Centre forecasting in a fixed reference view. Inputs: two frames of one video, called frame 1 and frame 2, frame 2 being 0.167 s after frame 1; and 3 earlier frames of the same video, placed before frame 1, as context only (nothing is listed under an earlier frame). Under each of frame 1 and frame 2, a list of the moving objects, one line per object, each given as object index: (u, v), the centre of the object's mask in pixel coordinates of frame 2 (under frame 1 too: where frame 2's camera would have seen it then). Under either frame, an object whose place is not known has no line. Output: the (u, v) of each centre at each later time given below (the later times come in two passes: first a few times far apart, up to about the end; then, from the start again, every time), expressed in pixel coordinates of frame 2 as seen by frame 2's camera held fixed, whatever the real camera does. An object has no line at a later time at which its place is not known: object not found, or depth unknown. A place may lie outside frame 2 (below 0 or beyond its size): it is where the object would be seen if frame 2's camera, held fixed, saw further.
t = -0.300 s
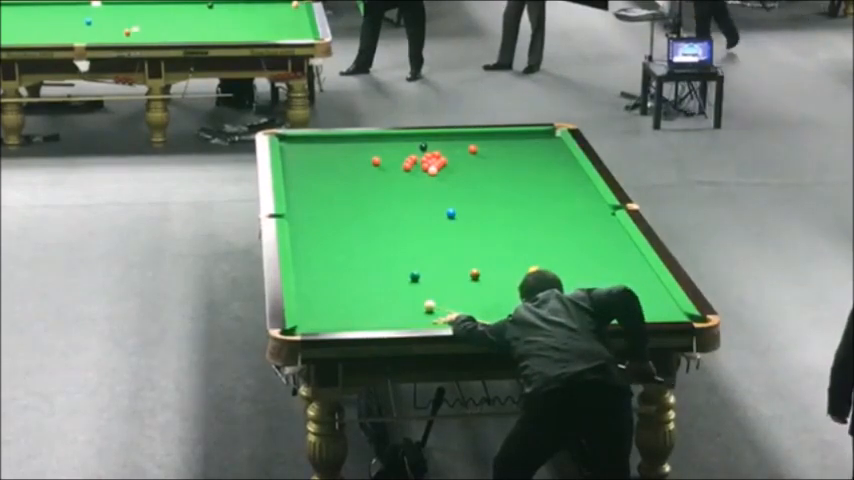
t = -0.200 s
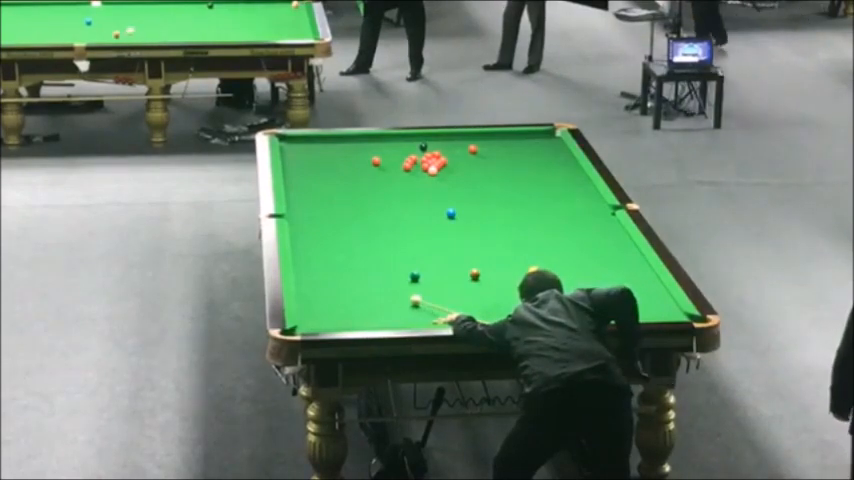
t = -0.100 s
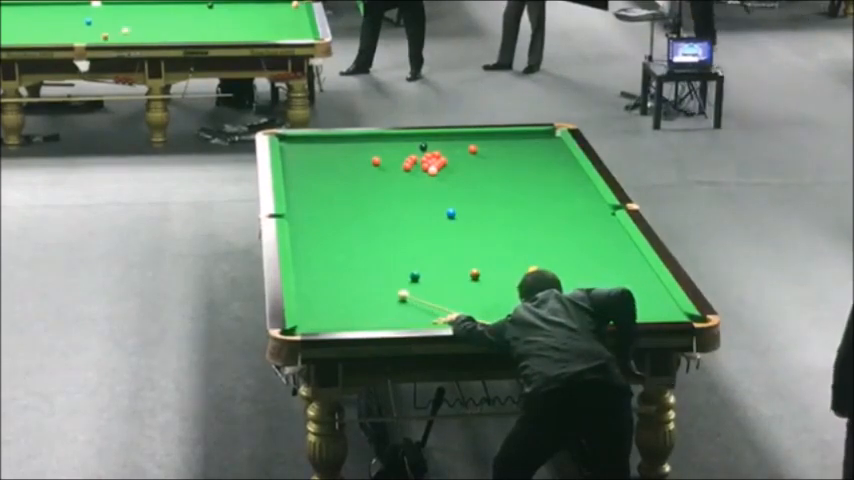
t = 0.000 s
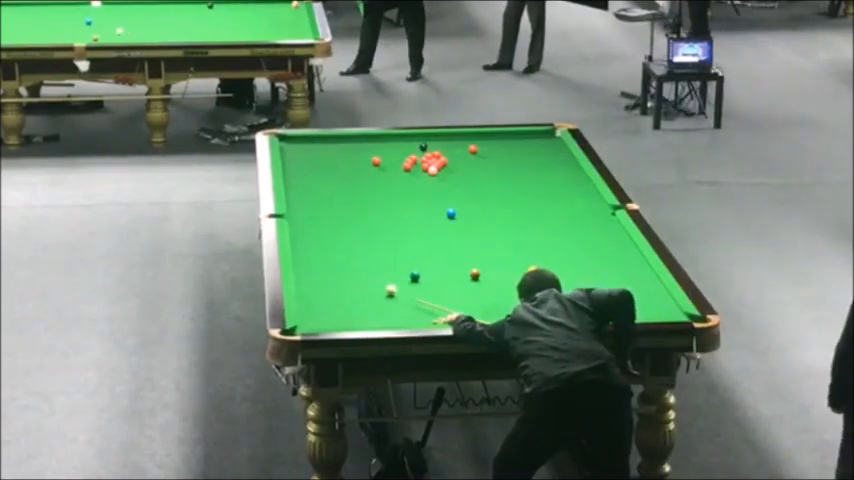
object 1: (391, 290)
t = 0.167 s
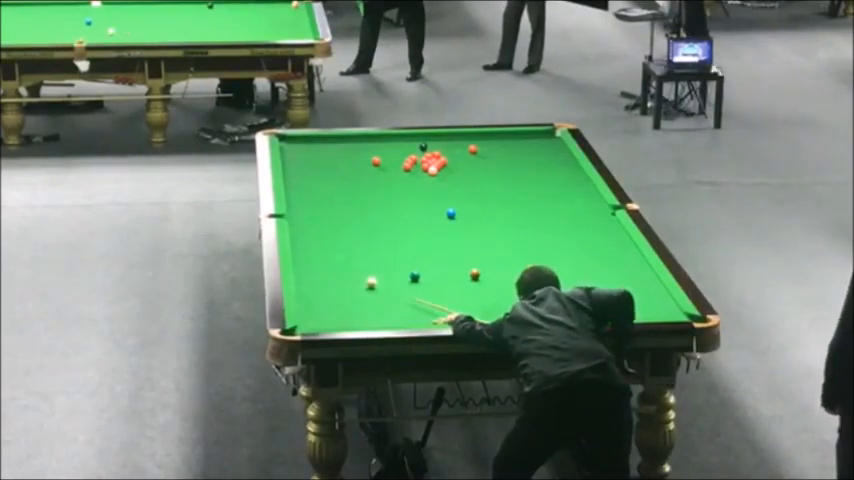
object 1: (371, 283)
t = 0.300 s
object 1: (356, 276)
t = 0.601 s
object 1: (325, 263)
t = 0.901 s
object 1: (296, 251)
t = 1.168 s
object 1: (309, 242)
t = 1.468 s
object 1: (320, 233)
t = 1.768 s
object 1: (331, 224)
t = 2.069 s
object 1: (342, 216)
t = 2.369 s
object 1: (352, 208)
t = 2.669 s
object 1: (360, 201)
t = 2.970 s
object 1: (368, 195)
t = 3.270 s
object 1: (376, 189)
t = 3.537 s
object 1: (382, 185)
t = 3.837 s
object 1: (389, 180)
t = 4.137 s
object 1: (394, 175)
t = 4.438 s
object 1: (399, 171)
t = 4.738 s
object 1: (402, 168)
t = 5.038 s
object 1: (402, 168)
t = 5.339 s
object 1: (402, 167)
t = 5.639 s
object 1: (402, 167)
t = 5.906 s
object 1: (402, 167)
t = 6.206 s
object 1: (402, 167)
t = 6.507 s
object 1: (402, 167)
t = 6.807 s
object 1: (402, 167)
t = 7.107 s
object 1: (402, 167)
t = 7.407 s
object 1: (402, 167)
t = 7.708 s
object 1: (402, 167)
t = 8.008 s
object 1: (402, 167)
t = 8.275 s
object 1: (402, 167)
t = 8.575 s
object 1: (402, 167)
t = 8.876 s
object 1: (402, 167)
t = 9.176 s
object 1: (402, 167)
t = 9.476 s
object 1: (402, 167)
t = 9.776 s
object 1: (402, 167)
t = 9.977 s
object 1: (402, 167)
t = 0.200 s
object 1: (367, 281)
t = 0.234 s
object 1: (363, 280)
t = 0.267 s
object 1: (360, 278)
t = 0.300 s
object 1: (356, 276)
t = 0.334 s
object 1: (352, 275)
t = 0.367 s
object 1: (349, 273)
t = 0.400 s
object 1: (345, 271)
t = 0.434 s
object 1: (342, 270)
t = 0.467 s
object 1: (338, 269)
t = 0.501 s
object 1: (334, 268)
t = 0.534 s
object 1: (331, 266)
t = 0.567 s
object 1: (328, 265)
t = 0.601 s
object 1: (325, 263)
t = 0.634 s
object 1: (321, 262)
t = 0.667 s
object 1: (317, 261)
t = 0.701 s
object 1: (314, 259)
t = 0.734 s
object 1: (311, 258)
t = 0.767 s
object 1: (307, 256)
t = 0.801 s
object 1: (304, 255)
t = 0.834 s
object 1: (301, 254)
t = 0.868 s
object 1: (298, 252)
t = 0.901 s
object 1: (296, 251)
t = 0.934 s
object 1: (298, 250)
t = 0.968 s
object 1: (300, 249)
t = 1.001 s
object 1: (301, 248)
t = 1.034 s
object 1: (303, 246)
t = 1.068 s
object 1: (304, 246)
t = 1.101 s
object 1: (305, 244)
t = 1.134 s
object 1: (307, 243)
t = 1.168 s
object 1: (309, 242)
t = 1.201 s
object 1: (310, 241)
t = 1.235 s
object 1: (311, 240)
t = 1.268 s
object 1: (312, 239)
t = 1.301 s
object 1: (314, 238)
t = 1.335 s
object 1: (315, 237)
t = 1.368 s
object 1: (316, 236)
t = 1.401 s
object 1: (318, 235)
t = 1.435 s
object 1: (319, 234)
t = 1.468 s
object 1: (320, 233)
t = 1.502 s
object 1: (322, 232)
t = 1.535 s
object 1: (323, 231)
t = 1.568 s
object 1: (324, 230)
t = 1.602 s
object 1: (325, 229)
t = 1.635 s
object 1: (326, 228)
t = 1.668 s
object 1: (328, 227)
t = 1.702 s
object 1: (329, 226)
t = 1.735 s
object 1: (330, 225)
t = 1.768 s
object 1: (331, 224)
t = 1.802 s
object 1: (332, 223)
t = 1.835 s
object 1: (334, 222)
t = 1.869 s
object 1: (335, 221)
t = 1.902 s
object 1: (336, 220)
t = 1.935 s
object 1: (337, 219)
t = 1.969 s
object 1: (338, 218)
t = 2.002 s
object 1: (340, 218)
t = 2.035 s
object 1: (341, 217)
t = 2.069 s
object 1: (342, 216)
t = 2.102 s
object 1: (343, 215)
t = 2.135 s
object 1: (344, 214)
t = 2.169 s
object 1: (345, 213)
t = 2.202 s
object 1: (346, 213)
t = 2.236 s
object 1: (347, 212)
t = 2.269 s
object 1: (348, 211)
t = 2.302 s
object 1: (349, 210)
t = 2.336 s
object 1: (350, 209)
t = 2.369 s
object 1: (352, 208)
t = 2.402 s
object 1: (352, 208)
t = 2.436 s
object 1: (353, 207)
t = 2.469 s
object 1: (354, 206)
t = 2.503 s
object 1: (355, 205)
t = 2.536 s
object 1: (356, 204)
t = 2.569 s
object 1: (357, 204)
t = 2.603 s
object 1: (358, 203)
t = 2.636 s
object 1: (359, 202)
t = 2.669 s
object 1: (360, 201)
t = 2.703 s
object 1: (361, 201)
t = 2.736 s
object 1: (362, 200)
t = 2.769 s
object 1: (363, 200)
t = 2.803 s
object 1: (364, 199)
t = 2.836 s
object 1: (365, 198)
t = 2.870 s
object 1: (366, 197)
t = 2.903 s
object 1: (366, 196)
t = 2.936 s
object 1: (367, 196)
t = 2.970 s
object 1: (368, 195)
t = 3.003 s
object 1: (369, 195)
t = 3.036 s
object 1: (370, 194)
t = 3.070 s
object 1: (371, 193)
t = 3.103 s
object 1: (372, 192)
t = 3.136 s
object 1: (372, 192)
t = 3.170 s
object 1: (373, 191)
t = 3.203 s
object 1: (374, 191)
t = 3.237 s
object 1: (375, 190)
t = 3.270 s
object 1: (376, 189)
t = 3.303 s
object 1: (377, 189)
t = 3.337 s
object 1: (377, 188)
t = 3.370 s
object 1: (378, 188)
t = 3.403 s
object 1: (379, 187)
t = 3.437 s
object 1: (380, 186)
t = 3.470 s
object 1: (380, 186)
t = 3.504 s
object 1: (382, 185)
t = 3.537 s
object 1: (382, 185)
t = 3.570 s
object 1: (383, 184)
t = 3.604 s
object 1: (384, 183)
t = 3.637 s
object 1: (384, 183)
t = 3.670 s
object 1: (385, 182)
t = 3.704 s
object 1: (386, 182)
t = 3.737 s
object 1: (387, 181)
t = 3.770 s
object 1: (387, 181)
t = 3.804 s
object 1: (388, 180)
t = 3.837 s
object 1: (389, 180)
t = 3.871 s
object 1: (389, 179)
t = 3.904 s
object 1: (390, 179)
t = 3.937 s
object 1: (391, 178)
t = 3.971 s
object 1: (391, 178)
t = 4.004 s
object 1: (392, 177)
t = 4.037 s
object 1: (392, 177)
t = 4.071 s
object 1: (393, 176)
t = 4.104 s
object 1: (394, 176)
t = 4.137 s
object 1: (394, 175)
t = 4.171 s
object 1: (395, 175)
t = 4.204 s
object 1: (395, 174)
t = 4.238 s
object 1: (396, 174)
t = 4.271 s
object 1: (396, 173)
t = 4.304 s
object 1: (397, 173)
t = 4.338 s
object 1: (398, 172)
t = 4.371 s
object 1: (398, 172)
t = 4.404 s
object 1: (399, 172)
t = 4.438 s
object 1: (399, 171)
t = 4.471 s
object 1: (400, 171)
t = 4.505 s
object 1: (400, 170)
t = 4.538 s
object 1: (401, 170)
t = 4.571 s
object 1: (401, 169)
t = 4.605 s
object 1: (402, 169)
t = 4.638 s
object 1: (402, 168)
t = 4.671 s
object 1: (402, 168)
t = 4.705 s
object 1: (402, 168)
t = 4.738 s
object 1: (402, 168)
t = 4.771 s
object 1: (402, 168)
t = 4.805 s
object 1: (402, 168)
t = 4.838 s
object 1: (402, 168)
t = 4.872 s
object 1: (402, 168)
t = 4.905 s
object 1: (402, 168)
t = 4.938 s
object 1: (402, 168)
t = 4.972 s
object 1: (402, 168)
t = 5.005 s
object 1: (402, 168)
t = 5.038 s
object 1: (402, 168)
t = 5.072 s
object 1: (402, 168)
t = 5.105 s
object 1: (402, 167)
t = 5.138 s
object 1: (402, 167)
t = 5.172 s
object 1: (402, 167)
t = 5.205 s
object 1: (402, 167)
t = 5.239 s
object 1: (402, 167)
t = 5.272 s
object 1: (402, 167)
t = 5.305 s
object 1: (402, 167)
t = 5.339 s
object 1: (402, 167)
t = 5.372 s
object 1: (402, 167)
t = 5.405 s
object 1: (402, 167)
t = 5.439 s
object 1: (402, 167)
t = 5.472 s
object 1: (402, 167)
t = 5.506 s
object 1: (402, 167)
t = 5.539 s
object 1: (402, 167)
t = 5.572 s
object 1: (402, 167)
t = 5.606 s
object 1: (402, 167)
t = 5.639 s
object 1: (402, 167)
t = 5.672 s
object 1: (402, 167)
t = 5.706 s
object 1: (402, 167)
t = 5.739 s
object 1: (402, 167)
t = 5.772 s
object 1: (402, 167)
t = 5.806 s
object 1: (402, 167)
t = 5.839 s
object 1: (402, 167)
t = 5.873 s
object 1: (402, 167)
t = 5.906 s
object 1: (402, 167)
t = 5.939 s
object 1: (402, 167)
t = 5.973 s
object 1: (402, 167)
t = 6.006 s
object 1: (402, 167)
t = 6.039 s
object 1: (402, 167)
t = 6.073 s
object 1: (402, 167)
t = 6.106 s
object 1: (402, 167)
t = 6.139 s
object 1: (402, 167)
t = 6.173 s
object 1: (402, 167)
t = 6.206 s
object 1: (402, 167)
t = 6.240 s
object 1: (402, 167)
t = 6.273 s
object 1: (402, 167)
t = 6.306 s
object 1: (402, 167)
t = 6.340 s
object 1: (402, 167)
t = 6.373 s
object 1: (402, 167)
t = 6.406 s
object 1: (402, 167)
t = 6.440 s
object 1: (402, 167)
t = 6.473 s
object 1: (402, 167)
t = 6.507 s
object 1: (402, 167)
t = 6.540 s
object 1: (402, 167)
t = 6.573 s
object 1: (402, 167)
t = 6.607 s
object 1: (402, 167)
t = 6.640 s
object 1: (402, 167)
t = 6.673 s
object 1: (402, 167)
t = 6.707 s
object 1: (402, 167)
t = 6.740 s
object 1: (402, 167)
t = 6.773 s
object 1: (402, 167)
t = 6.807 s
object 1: (402, 167)
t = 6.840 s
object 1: (402, 167)
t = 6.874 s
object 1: (402, 167)
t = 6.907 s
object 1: (402, 167)
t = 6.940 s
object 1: (402, 167)
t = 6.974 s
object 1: (402, 167)
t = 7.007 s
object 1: (402, 167)
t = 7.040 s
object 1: (402, 167)
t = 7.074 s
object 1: (402, 167)
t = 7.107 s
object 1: (402, 167)
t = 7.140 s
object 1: (402, 167)
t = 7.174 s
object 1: (402, 167)
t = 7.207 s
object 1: (402, 167)
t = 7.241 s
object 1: (402, 167)
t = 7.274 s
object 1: (402, 167)
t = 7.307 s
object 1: (402, 167)
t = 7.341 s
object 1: (402, 167)
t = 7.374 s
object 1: (402, 167)
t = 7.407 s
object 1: (402, 167)
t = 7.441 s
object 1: (402, 167)
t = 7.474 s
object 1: (402, 167)
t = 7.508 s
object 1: (402, 167)
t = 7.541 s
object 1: (402, 167)
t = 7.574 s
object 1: (402, 167)
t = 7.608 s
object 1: (402, 167)
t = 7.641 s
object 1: (402, 167)
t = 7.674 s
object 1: (402, 167)
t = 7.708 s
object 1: (402, 167)
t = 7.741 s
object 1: (402, 167)
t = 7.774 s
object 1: (402, 167)
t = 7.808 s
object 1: (402, 167)
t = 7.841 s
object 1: (402, 167)
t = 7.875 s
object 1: (402, 167)
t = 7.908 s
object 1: (402, 167)
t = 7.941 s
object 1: (402, 167)
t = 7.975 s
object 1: (402, 167)
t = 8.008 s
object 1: (402, 167)
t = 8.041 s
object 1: (402, 167)
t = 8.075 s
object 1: (402, 167)
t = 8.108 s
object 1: (402, 167)
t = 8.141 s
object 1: (402, 167)
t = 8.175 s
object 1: (402, 167)
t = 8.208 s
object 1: (402, 167)
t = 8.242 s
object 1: (402, 167)
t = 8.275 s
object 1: (402, 167)
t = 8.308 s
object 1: (402, 167)
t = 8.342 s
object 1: (402, 167)
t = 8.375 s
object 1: (402, 167)
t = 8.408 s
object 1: (402, 167)
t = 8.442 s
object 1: (402, 167)
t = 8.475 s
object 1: (402, 167)
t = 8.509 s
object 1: (402, 167)
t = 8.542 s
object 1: (402, 167)
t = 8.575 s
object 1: (402, 167)
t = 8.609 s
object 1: (402, 167)
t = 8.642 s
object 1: (402, 167)
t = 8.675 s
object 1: (402, 167)
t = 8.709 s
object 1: (402, 167)
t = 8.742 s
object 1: (402, 167)
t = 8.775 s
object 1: (402, 167)
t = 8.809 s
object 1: (402, 167)
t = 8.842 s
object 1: (402, 167)
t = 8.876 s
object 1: (402, 167)
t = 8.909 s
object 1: (402, 167)
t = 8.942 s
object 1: (402, 167)
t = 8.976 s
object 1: (402, 167)
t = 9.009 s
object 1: (402, 167)
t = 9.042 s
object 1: (402, 167)
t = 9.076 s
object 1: (402, 167)
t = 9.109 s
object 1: (402, 167)
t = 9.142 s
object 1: (402, 167)
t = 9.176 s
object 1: (402, 167)
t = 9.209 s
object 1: (402, 167)
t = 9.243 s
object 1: (402, 167)
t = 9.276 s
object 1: (402, 167)
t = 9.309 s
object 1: (402, 167)
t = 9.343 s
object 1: (402, 167)
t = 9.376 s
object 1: (402, 167)
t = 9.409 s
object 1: (402, 167)
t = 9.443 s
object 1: (402, 167)
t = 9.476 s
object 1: (402, 167)
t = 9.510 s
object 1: (402, 167)
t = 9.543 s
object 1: (402, 167)
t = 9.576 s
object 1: (402, 167)
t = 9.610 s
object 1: (402, 167)
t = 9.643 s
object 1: (402, 167)
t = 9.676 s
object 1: (402, 167)
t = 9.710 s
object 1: (402, 167)
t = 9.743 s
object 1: (402, 167)
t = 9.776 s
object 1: (402, 167)
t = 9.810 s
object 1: (402, 167)
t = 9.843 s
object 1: (402, 167)
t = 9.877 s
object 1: (402, 167)
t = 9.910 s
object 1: (402, 167)
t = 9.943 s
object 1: (402, 167)
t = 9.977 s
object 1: (402, 167)
